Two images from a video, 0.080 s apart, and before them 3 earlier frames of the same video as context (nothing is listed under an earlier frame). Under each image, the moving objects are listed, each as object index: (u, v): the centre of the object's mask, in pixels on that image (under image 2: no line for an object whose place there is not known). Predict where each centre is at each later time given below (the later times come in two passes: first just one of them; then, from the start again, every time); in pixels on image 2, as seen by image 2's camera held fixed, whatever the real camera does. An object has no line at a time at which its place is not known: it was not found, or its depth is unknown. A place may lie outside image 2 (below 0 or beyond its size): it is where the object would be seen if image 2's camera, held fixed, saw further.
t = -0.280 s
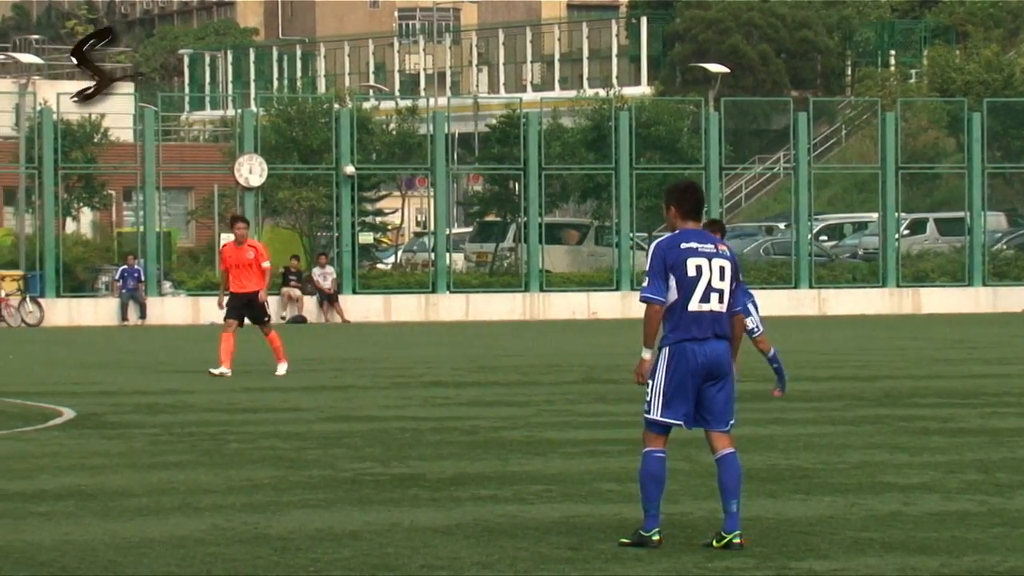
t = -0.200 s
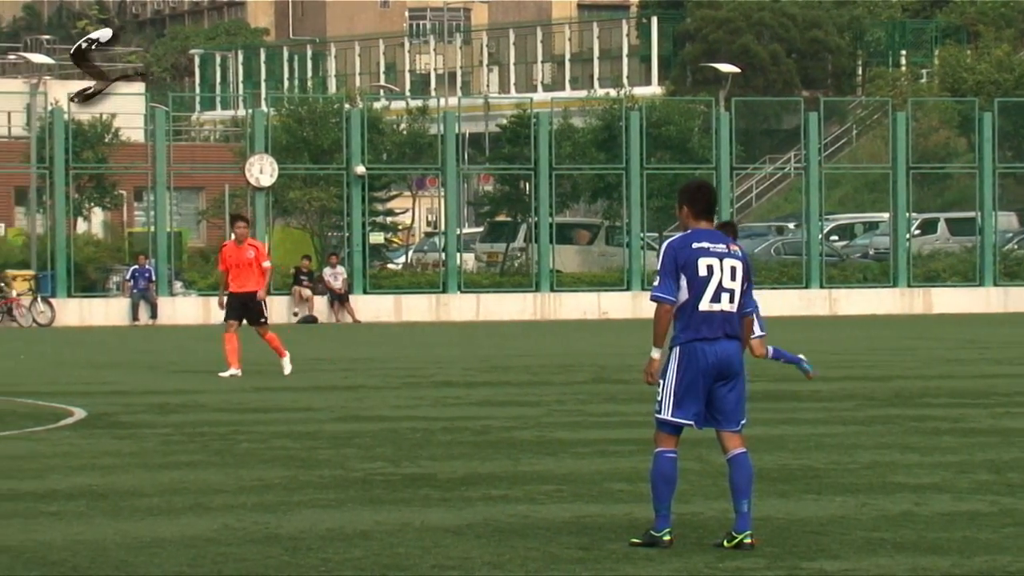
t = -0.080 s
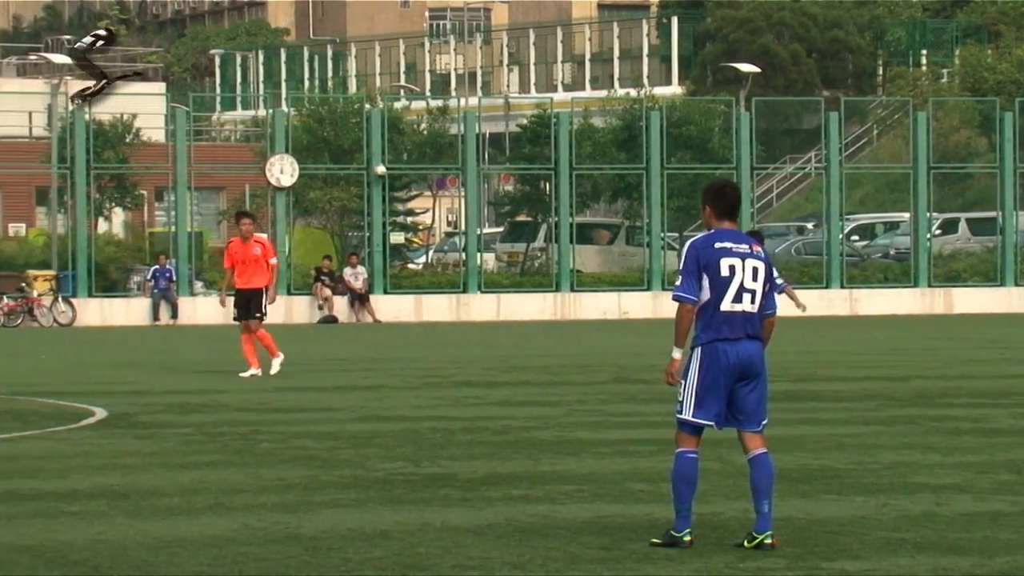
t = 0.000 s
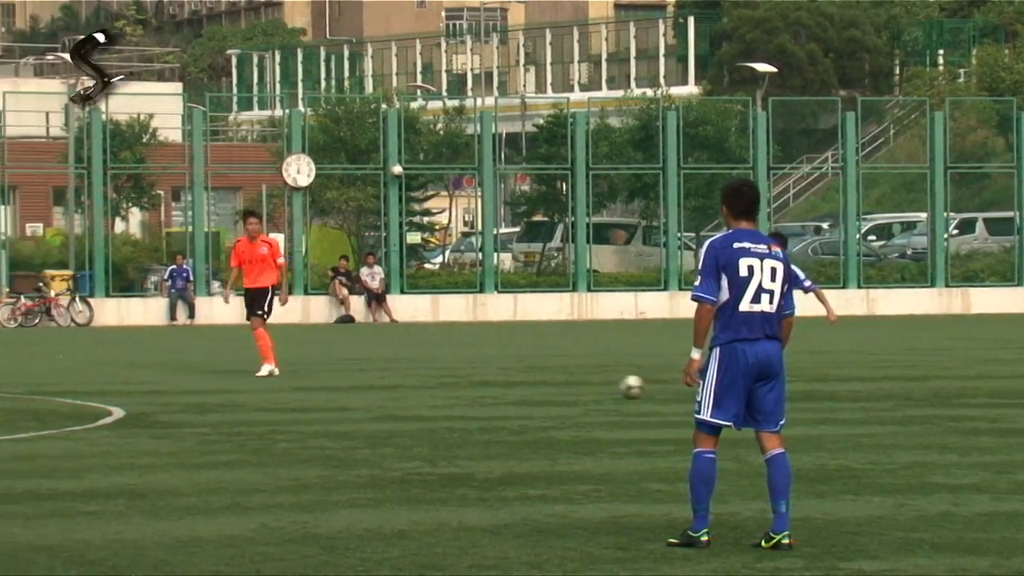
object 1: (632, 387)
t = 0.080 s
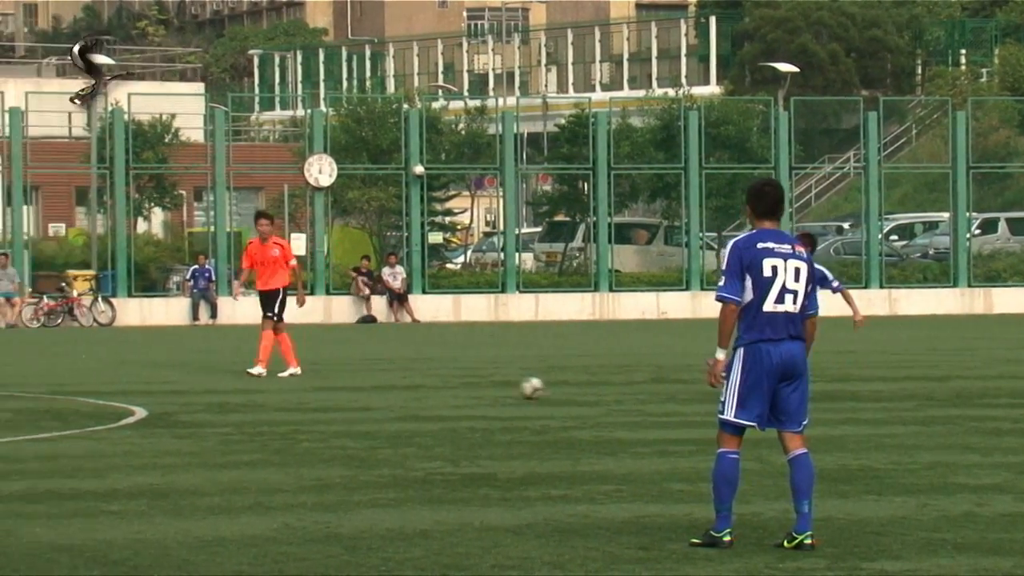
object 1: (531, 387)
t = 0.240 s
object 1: (306, 391)
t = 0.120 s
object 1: (474, 388)
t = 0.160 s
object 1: (417, 388)
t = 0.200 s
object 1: (360, 391)
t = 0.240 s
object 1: (306, 391)
